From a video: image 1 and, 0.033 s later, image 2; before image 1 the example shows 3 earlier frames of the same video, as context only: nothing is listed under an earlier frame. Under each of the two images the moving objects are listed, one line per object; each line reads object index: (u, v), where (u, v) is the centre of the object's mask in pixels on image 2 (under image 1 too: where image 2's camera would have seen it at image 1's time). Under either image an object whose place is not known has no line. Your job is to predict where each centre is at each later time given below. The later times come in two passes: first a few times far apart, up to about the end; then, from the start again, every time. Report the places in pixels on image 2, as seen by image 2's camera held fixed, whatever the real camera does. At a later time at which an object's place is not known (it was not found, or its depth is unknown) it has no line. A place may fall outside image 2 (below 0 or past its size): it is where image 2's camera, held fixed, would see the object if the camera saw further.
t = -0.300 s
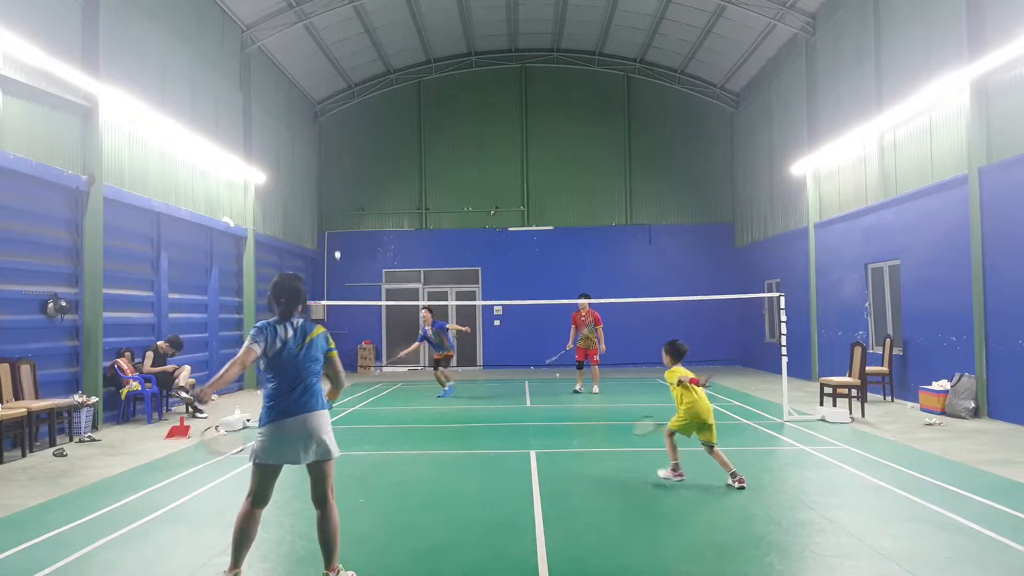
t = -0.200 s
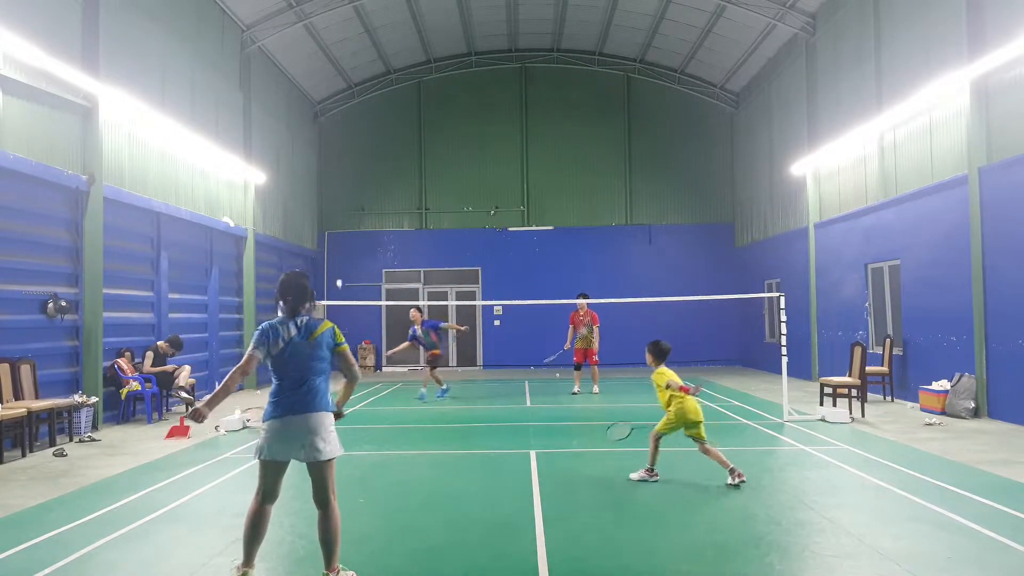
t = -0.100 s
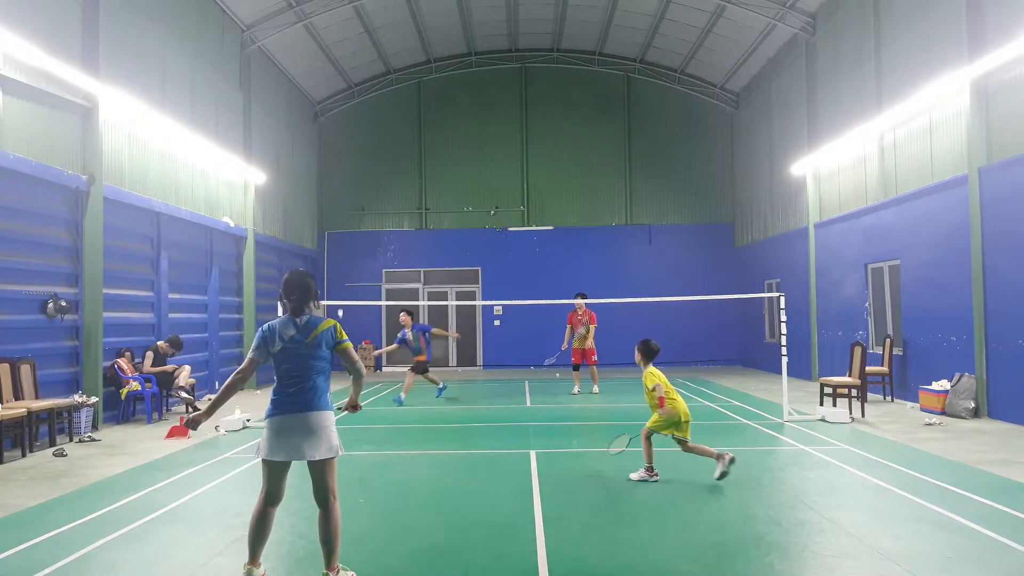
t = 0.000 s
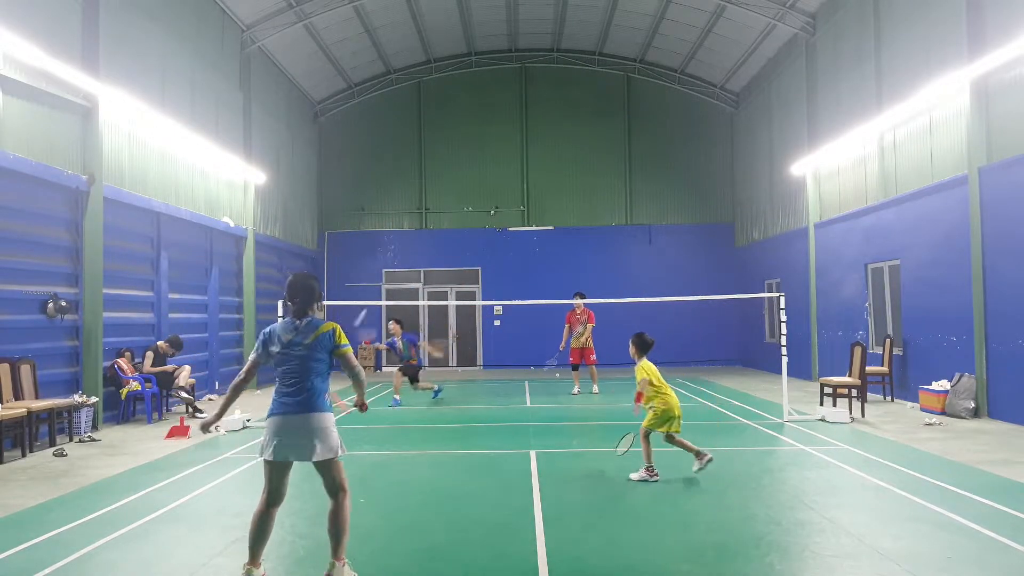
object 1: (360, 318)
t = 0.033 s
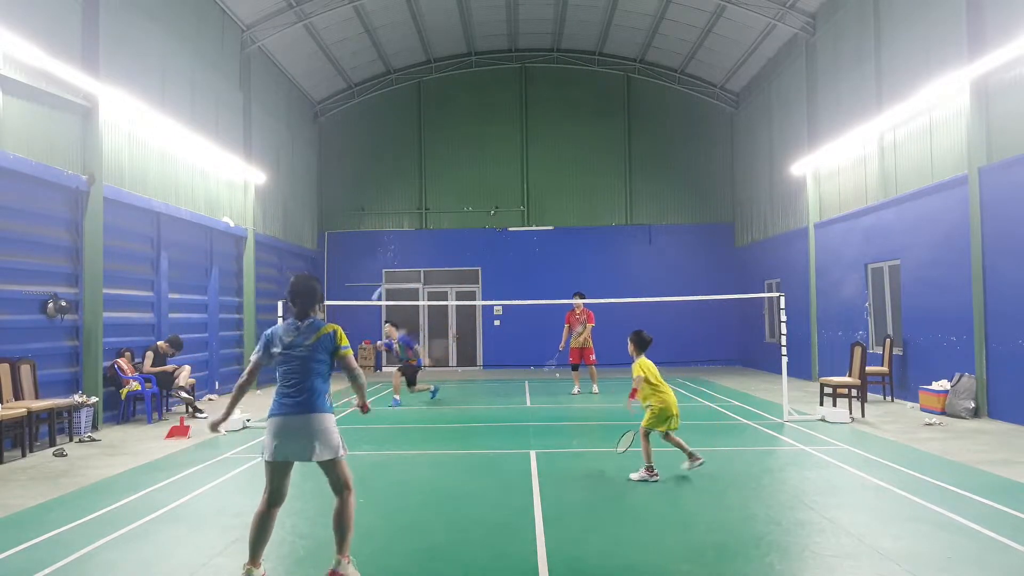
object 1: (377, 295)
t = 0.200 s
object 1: (459, 199)
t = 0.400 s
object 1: (544, 128)
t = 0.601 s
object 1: (625, 98)
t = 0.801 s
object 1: (707, 108)
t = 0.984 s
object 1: (779, 159)
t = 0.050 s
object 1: (386, 280)
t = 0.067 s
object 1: (394, 270)
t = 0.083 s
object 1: (403, 259)
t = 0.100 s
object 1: (410, 249)
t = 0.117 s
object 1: (418, 238)
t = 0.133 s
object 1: (427, 229)
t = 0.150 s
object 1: (434, 222)
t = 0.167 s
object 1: (443, 214)
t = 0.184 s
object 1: (451, 206)
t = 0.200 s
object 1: (459, 199)
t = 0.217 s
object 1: (466, 191)
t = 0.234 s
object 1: (473, 184)
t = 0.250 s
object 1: (480, 177)
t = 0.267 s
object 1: (488, 170)
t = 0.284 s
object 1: (495, 164)
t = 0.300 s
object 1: (502, 158)
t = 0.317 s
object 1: (509, 152)
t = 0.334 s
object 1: (516, 147)
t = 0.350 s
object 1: (523, 142)
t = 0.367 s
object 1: (530, 138)
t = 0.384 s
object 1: (537, 133)
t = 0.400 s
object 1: (544, 128)
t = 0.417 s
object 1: (551, 125)
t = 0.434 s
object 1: (557, 121)
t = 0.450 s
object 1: (564, 117)
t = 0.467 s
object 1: (571, 114)
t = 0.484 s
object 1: (578, 111)
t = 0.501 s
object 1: (585, 109)
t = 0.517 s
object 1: (591, 106)
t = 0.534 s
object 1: (598, 104)
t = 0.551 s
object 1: (605, 102)
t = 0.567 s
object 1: (612, 100)
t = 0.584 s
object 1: (618, 99)
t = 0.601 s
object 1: (625, 98)
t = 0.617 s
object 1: (632, 97)
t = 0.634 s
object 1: (639, 96)
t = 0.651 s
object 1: (646, 96)
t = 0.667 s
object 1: (652, 96)
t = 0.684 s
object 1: (659, 96)
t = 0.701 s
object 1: (666, 97)
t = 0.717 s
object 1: (673, 98)
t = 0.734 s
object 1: (679, 99)
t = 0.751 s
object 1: (686, 101)
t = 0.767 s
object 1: (693, 103)
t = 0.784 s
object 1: (700, 106)
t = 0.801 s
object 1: (707, 108)
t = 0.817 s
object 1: (713, 111)
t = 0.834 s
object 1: (720, 114)
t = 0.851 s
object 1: (727, 118)
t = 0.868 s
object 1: (734, 122)
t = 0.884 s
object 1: (740, 126)
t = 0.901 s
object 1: (747, 131)
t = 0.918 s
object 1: (754, 136)
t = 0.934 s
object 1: (760, 141)
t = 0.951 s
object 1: (767, 146)
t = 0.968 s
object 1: (773, 152)
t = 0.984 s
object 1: (779, 159)
